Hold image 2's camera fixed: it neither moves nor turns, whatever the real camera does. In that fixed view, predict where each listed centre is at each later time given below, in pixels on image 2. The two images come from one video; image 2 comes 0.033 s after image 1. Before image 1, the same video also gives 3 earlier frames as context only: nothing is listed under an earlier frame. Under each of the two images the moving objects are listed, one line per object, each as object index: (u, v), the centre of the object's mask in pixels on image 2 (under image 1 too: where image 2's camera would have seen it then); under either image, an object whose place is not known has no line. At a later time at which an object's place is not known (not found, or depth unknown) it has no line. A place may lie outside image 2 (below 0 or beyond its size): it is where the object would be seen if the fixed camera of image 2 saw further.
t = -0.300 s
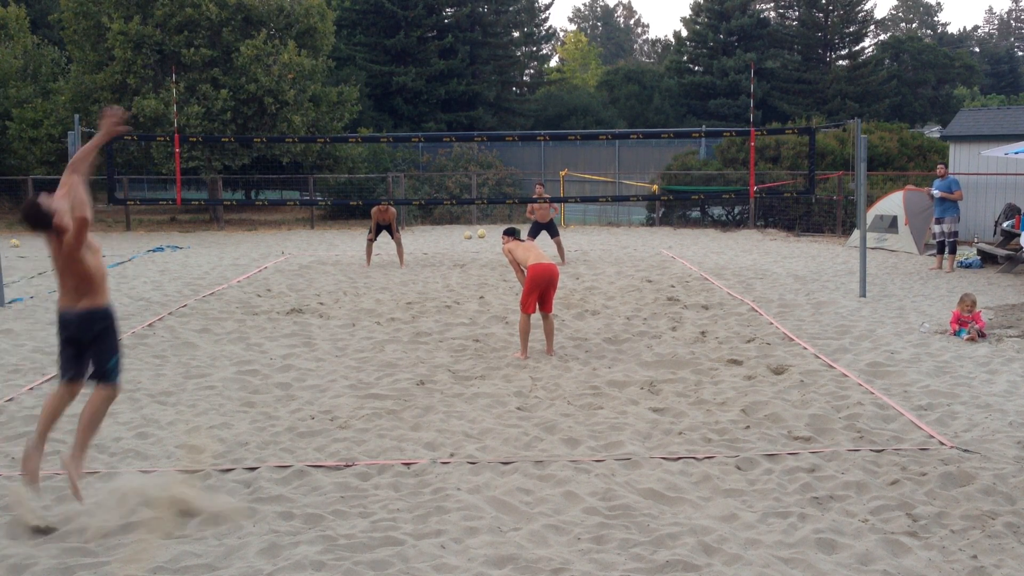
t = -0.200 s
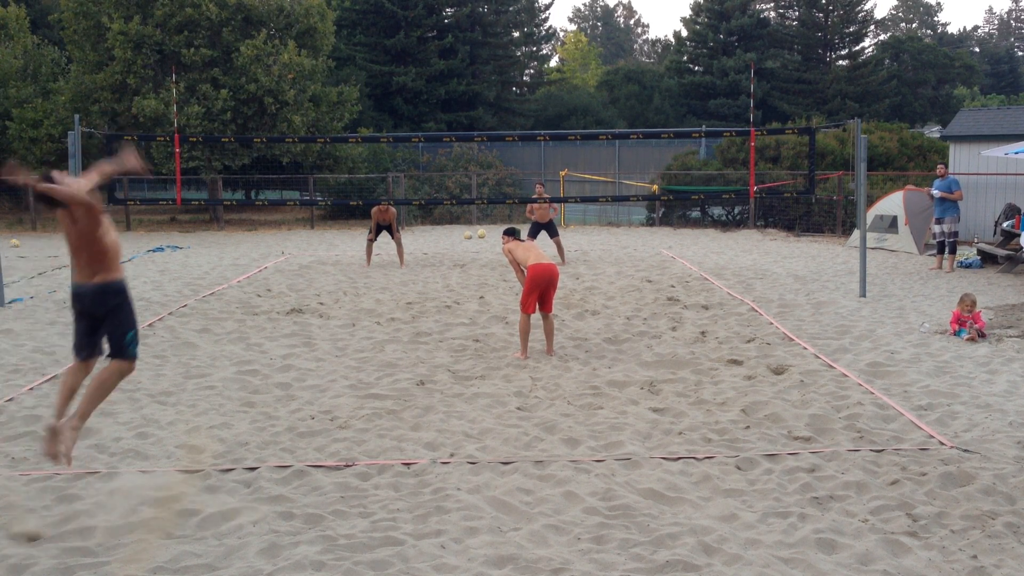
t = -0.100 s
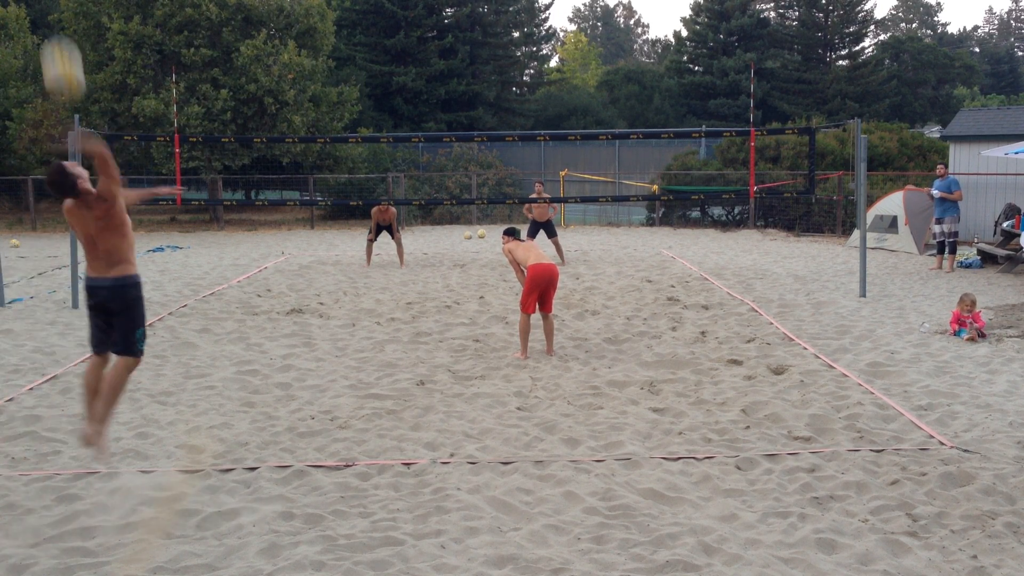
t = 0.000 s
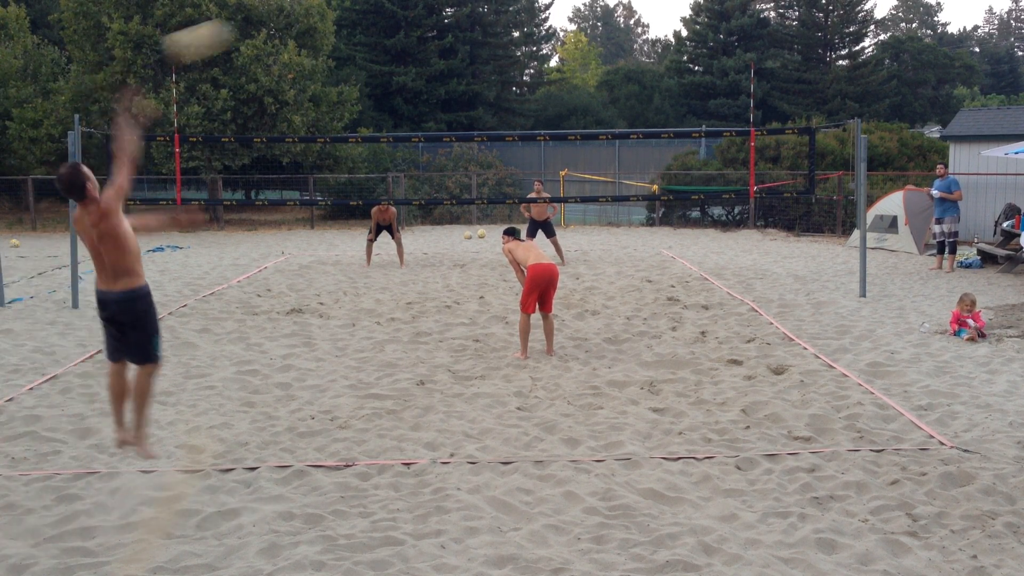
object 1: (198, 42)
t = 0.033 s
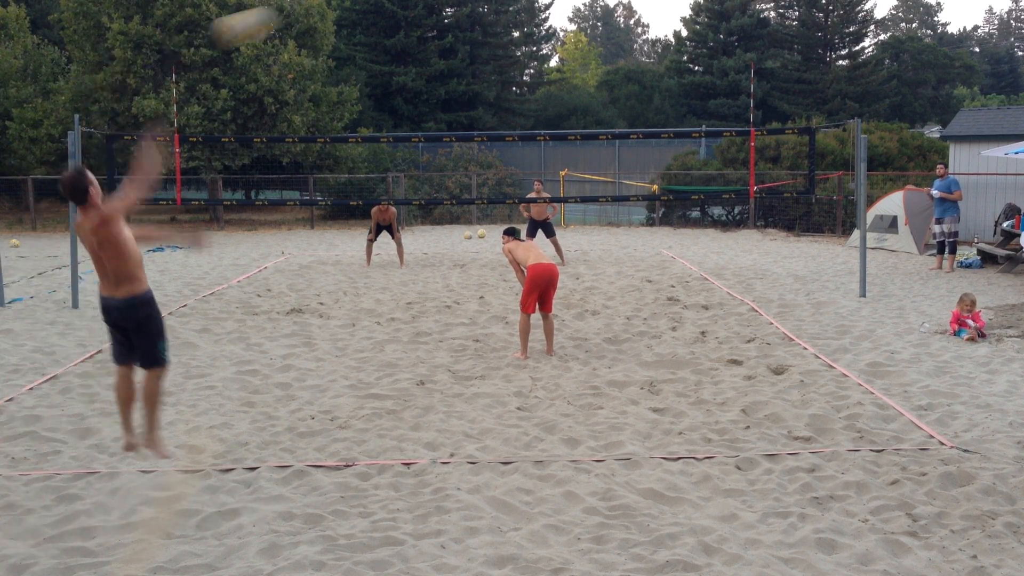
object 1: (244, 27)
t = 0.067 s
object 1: (287, 15)
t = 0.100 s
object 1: (323, 10)
